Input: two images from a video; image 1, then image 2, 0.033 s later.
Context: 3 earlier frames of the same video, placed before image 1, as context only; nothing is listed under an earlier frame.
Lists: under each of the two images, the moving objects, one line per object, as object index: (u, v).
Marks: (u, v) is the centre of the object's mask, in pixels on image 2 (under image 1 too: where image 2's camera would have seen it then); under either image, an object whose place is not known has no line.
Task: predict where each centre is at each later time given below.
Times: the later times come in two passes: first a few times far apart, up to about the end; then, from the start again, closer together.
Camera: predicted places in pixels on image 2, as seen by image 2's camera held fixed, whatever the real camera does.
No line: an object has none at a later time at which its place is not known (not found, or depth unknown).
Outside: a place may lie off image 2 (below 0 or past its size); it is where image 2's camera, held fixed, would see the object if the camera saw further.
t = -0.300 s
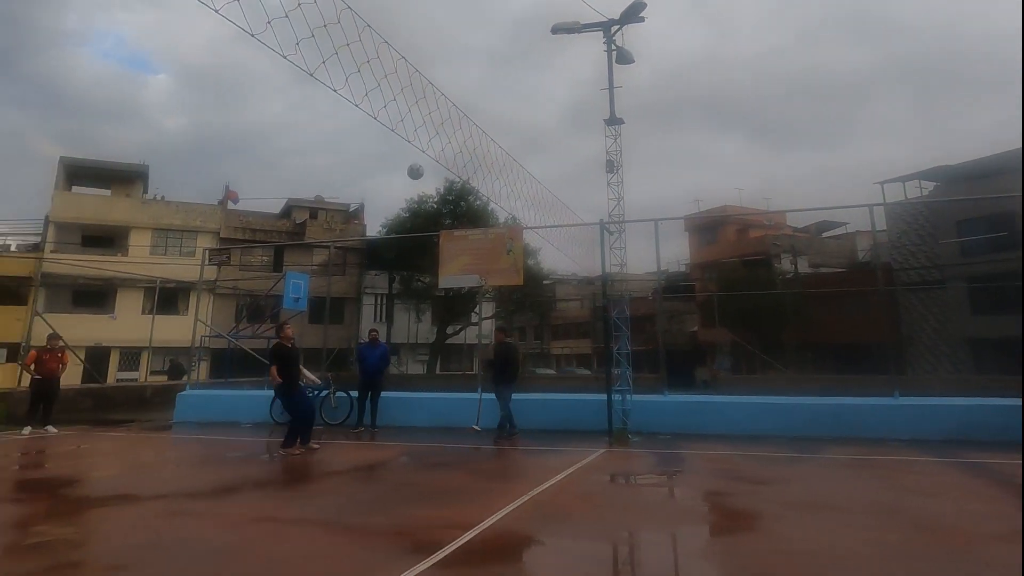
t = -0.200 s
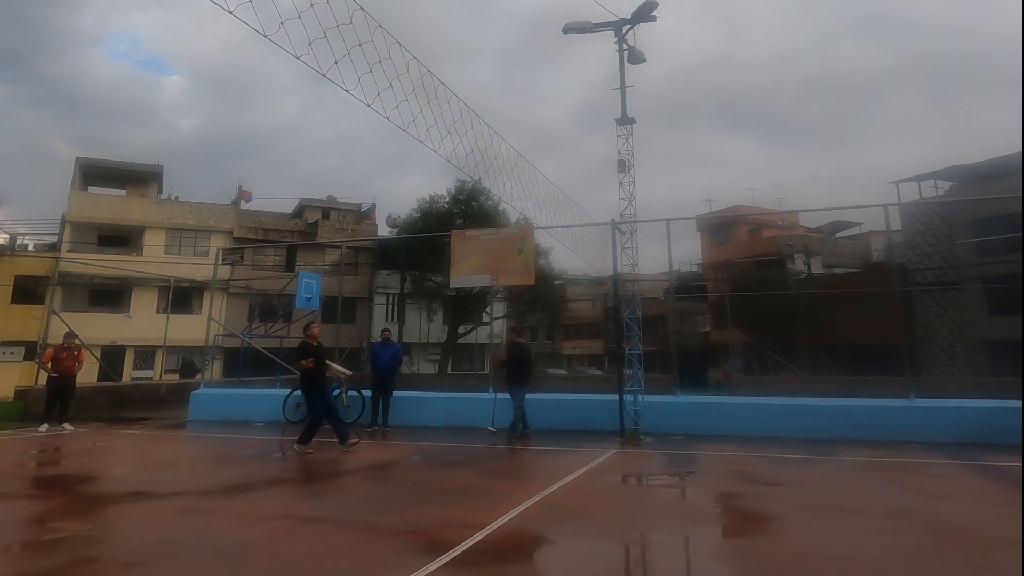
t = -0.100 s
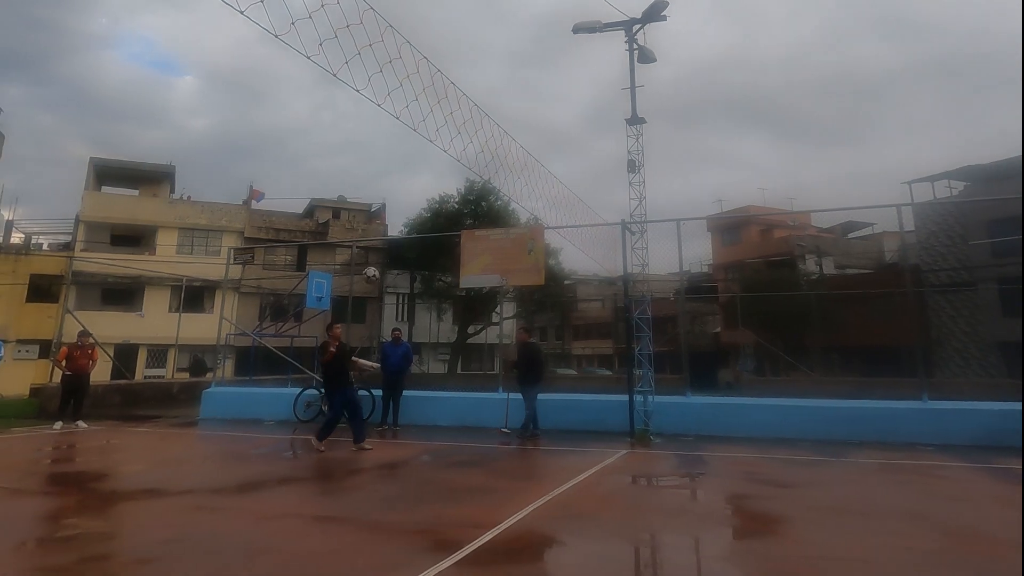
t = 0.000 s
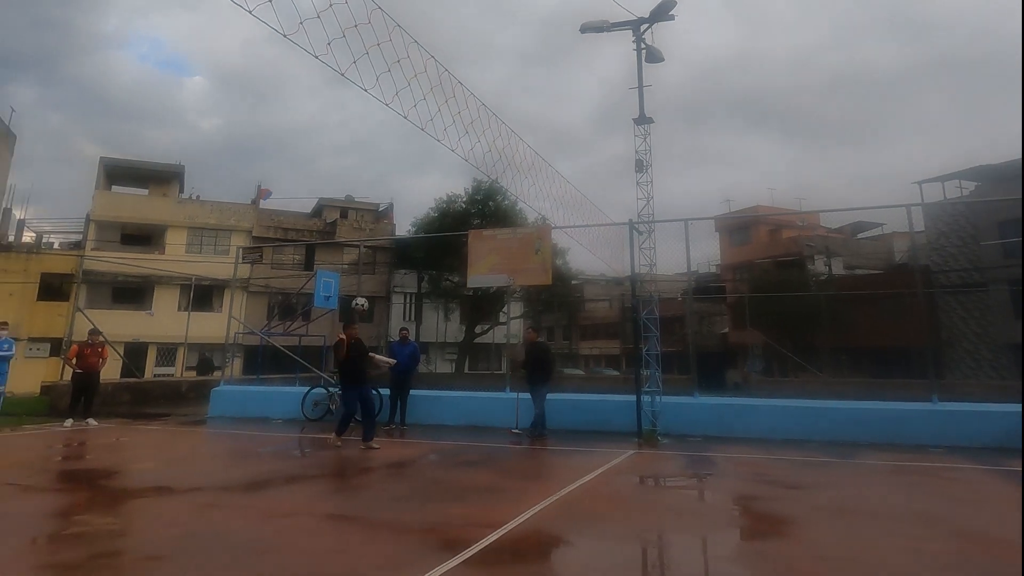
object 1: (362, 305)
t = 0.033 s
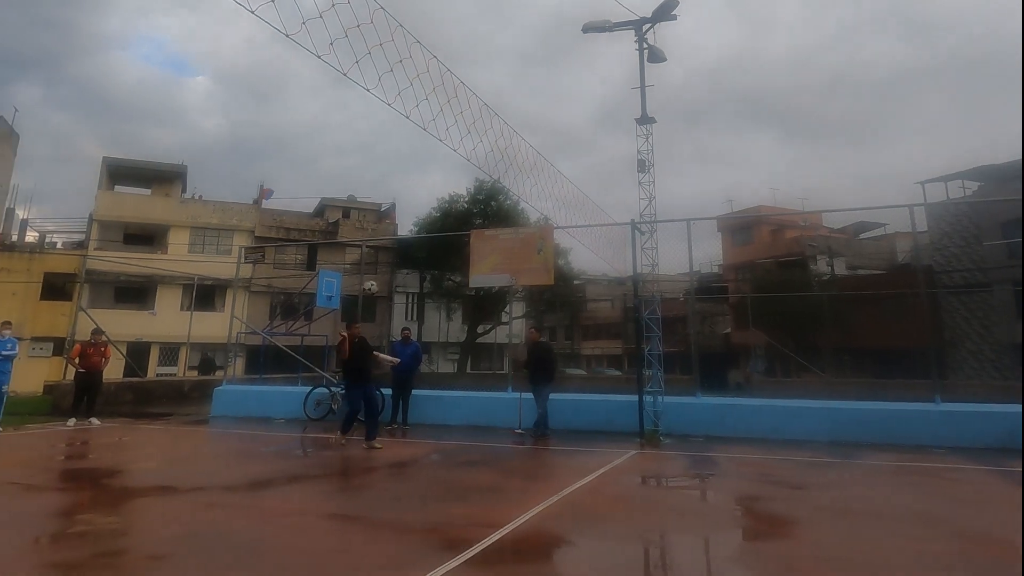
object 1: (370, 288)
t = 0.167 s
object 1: (400, 229)
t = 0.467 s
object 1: (476, 129)
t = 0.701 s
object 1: (546, 88)
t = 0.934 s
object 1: (638, 93)
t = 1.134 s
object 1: (744, 151)
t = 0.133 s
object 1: (393, 242)
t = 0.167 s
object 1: (400, 229)
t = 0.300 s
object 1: (432, 178)
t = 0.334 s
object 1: (441, 167)
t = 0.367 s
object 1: (449, 157)
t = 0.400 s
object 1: (458, 147)
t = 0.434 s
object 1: (467, 138)
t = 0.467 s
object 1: (476, 129)
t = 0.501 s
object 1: (485, 121)
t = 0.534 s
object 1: (495, 113)
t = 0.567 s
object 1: (505, 107)
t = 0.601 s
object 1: (515, 101)
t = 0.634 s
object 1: (525, 96)
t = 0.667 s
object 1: (536, 92)
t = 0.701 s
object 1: (546, 88)
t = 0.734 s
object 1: (558, 86)
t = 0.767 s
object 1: (570, 84)
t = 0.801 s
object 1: (582, 84)
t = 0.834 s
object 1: (595, 84)
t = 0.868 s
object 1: (609, 86)
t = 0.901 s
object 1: (623, 89)
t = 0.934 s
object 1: (638, 93)
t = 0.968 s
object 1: (653, 99)
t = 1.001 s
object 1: (669, 106)
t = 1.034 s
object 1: (686, 114)
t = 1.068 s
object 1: (704, 125)
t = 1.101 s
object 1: (724, 137)
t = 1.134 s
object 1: (744, 151)
